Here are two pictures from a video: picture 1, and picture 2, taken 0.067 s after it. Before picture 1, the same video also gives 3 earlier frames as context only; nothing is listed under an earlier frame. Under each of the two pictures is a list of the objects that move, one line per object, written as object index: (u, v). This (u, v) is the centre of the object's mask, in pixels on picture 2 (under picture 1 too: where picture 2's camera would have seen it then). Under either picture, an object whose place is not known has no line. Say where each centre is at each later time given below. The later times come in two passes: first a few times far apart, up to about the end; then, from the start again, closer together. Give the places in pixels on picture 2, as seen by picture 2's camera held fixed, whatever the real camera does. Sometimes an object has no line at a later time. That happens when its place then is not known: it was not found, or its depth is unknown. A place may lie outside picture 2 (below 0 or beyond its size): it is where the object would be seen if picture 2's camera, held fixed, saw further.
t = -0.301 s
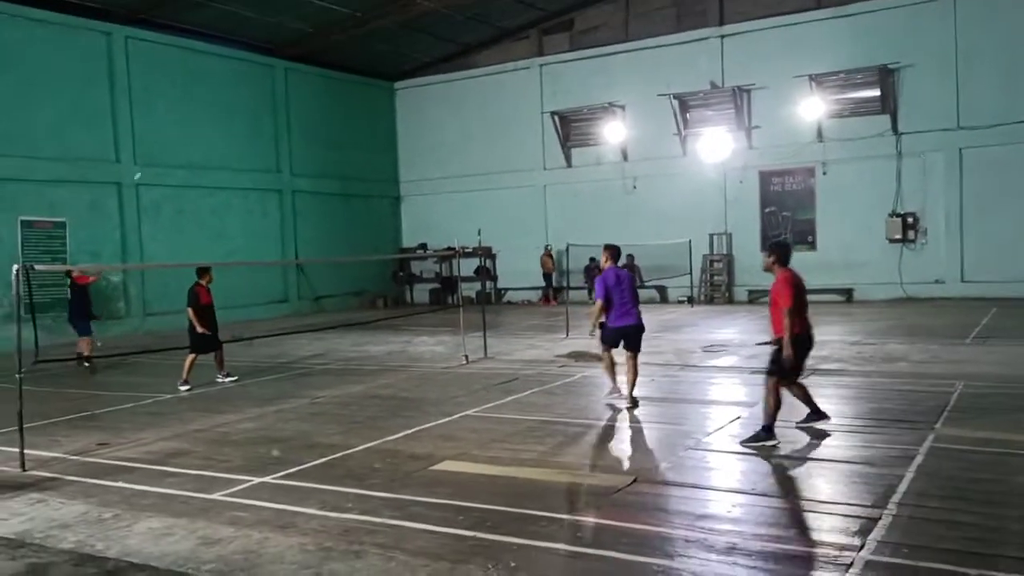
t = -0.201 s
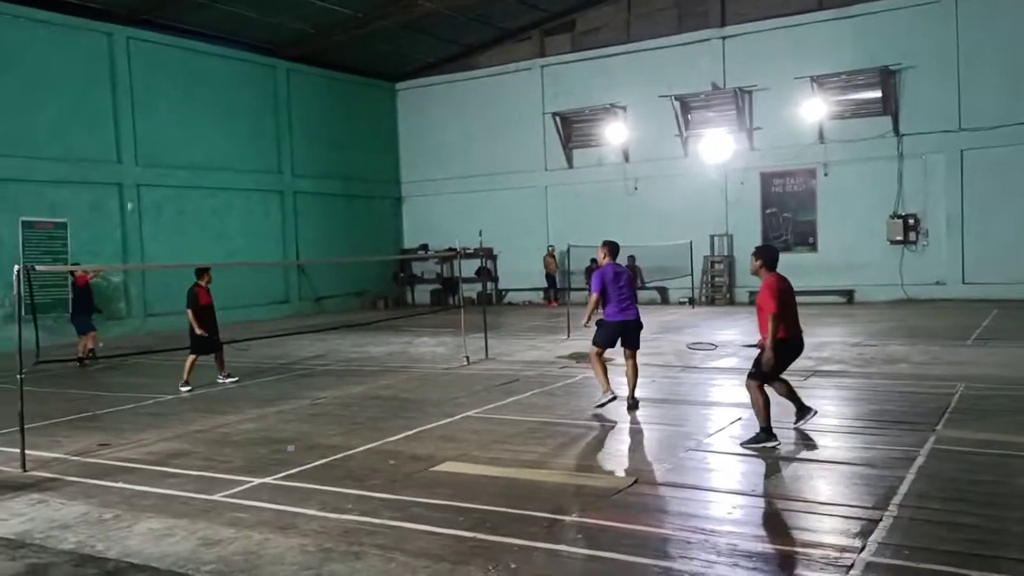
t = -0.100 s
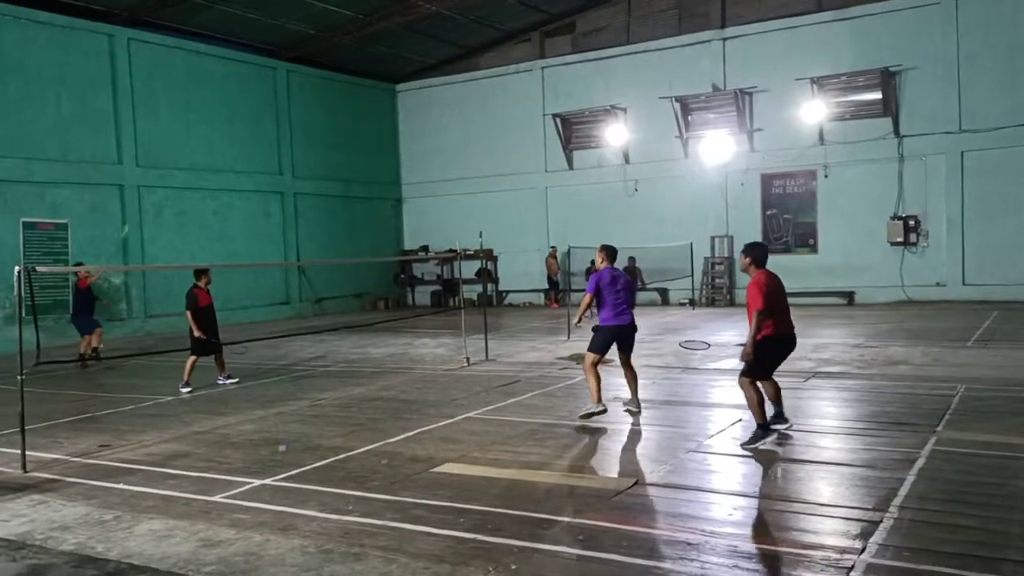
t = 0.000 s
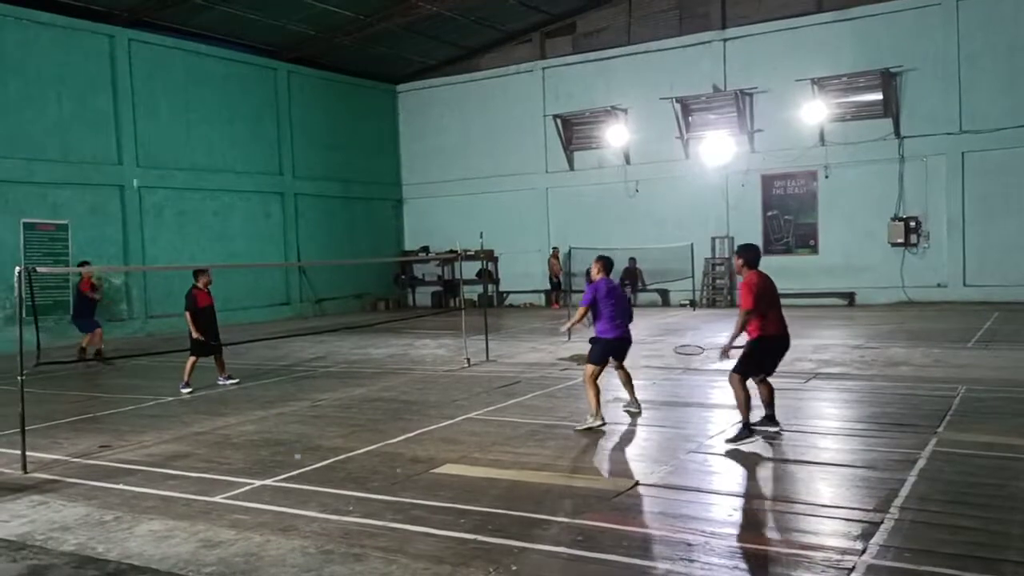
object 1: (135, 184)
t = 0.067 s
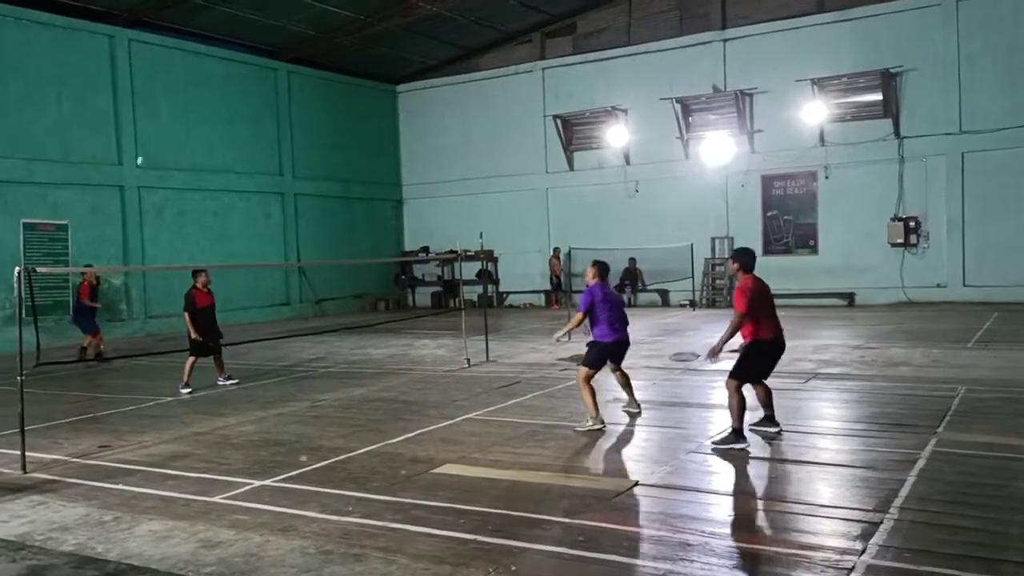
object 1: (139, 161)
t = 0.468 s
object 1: (169, 126)
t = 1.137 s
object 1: (220, 525)
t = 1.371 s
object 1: (214, 494)
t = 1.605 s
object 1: (220, 527)
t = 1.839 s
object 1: (225, 536)
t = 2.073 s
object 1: (224, 537)
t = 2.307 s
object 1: (222, 536)
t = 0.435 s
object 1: (166, 123)
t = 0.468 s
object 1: (169, 126)
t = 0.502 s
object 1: (172, 131)
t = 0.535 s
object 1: (174, 138)
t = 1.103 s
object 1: (217, 488)
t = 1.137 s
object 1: (220, 525)
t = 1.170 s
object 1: (221, 530)
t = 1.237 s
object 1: (220, 508)
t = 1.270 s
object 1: (219, 500)
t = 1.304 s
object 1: (217, 496)
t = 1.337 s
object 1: (215, 495)
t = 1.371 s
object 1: (214, 494)
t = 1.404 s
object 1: (214, 494)
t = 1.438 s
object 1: (214, 495)
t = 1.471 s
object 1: (213, 497)
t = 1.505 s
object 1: (213, 502)
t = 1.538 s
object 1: (214, 507)
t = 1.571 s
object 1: (216, 514)
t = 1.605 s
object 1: (220, 527)
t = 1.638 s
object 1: (222, 539)
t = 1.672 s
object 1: (222, 534)
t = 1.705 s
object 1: (224, 533)
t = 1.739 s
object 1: (224, 535)
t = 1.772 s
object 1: (223, 534)
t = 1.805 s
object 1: (224, 534)
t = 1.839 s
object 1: (225, 536)
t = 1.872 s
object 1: (226, 538)
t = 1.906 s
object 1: (226, 536)
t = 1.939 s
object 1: (226, 535)
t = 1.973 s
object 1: (225, 536)
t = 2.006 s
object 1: (225, 537)
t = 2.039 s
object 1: (225, 537)
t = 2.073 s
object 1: (224, 537)
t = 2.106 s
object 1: (224, 537)
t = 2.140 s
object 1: (223, 537)
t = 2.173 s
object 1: (223, 537)
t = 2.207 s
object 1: (223, 538)
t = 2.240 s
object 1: (222, 538)
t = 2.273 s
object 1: (222, 538)
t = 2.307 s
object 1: (222, 536)
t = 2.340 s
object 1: (221, 536)
